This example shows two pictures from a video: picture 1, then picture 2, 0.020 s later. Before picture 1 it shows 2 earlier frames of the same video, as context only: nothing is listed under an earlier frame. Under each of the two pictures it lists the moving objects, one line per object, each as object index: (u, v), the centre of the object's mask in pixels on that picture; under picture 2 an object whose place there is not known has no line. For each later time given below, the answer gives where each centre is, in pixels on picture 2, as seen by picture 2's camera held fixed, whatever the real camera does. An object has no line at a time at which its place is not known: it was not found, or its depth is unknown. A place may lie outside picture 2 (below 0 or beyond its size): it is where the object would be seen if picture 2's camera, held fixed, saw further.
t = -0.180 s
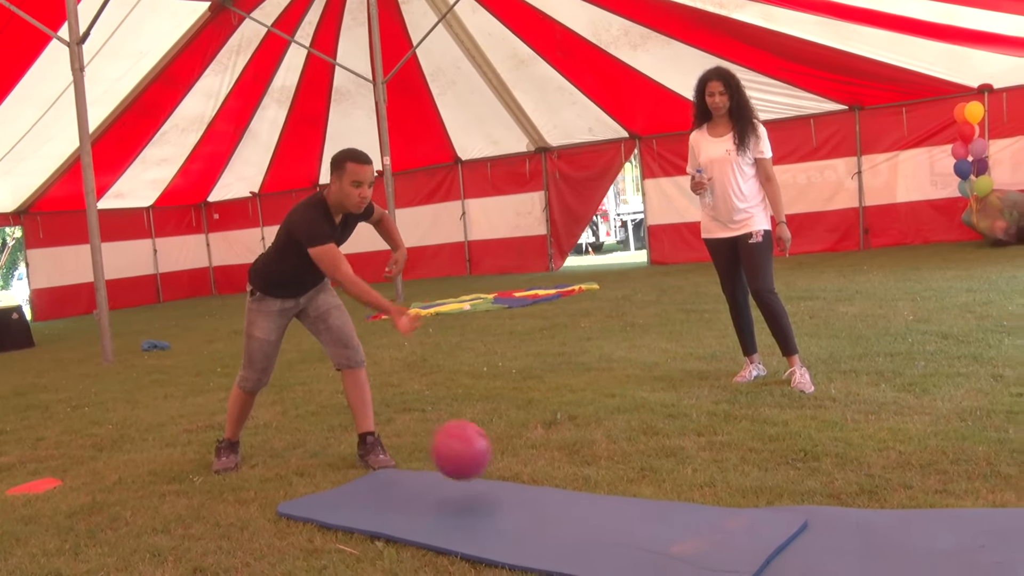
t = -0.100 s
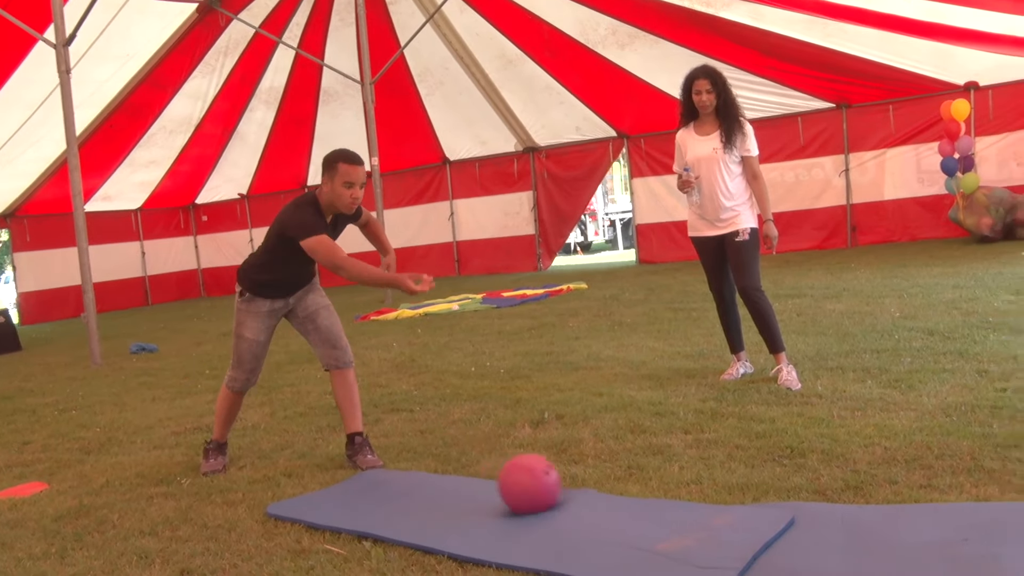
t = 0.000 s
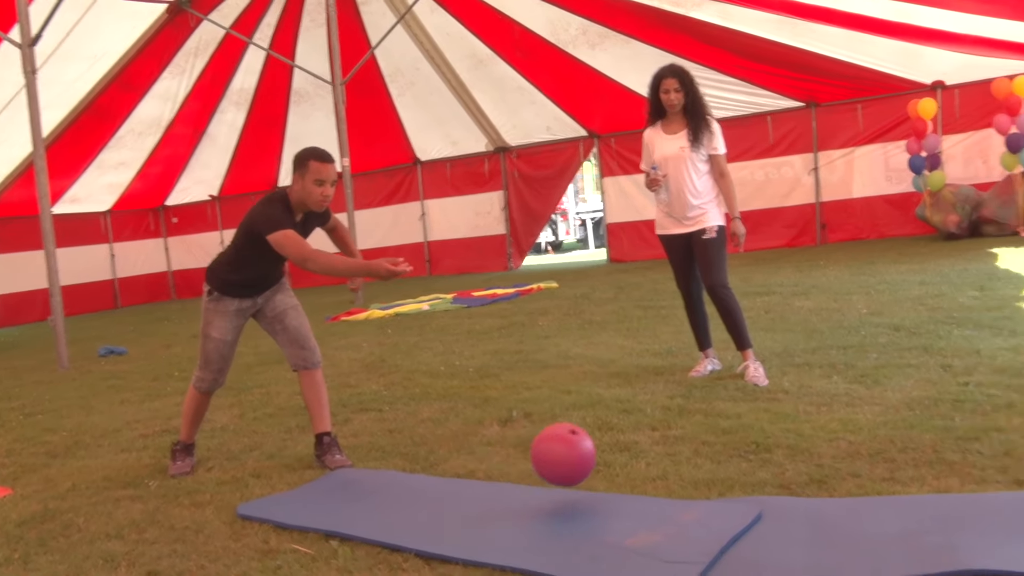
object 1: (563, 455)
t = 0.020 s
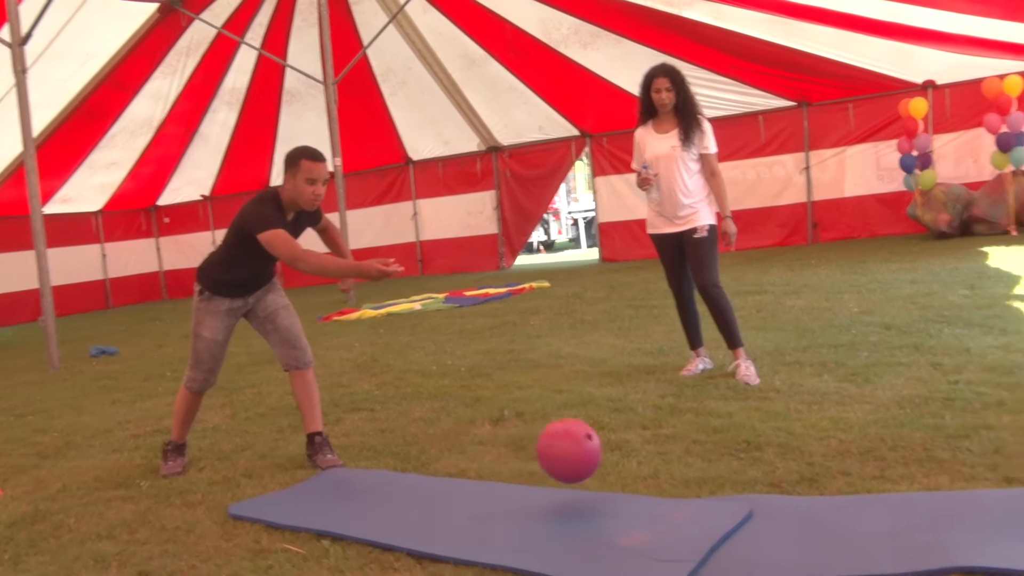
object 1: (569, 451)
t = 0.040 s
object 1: (585, 448)
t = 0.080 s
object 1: (618, 448)
